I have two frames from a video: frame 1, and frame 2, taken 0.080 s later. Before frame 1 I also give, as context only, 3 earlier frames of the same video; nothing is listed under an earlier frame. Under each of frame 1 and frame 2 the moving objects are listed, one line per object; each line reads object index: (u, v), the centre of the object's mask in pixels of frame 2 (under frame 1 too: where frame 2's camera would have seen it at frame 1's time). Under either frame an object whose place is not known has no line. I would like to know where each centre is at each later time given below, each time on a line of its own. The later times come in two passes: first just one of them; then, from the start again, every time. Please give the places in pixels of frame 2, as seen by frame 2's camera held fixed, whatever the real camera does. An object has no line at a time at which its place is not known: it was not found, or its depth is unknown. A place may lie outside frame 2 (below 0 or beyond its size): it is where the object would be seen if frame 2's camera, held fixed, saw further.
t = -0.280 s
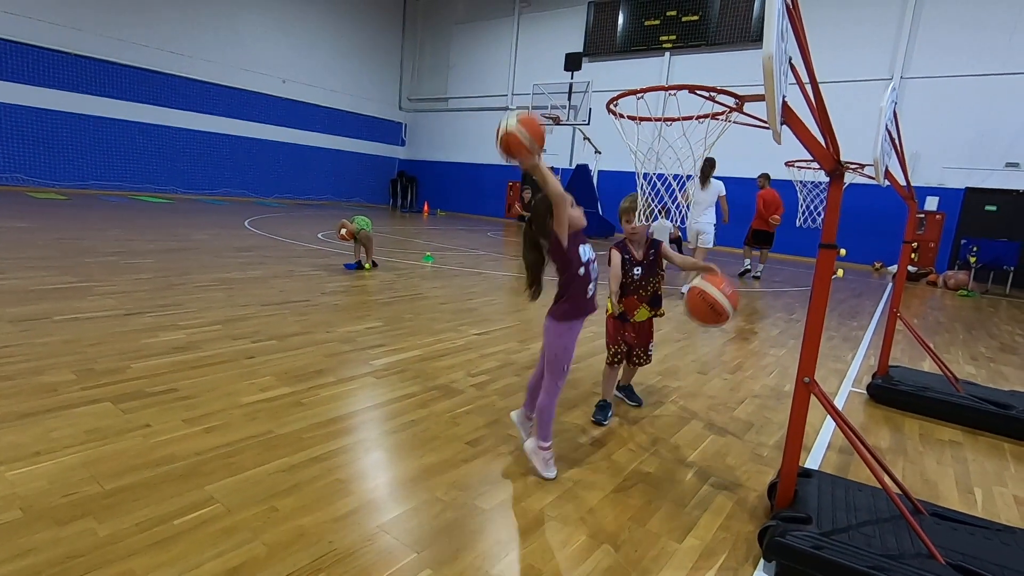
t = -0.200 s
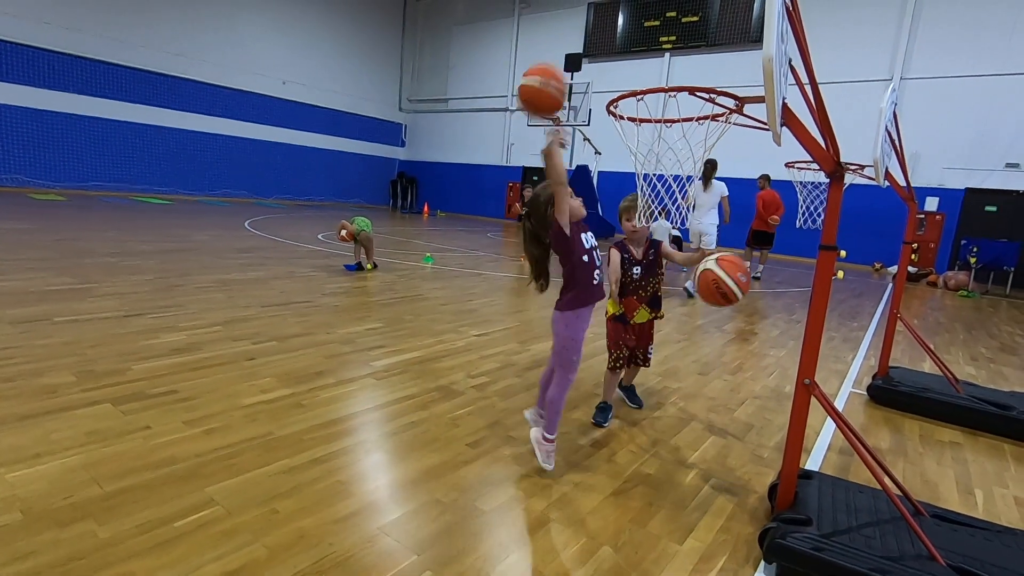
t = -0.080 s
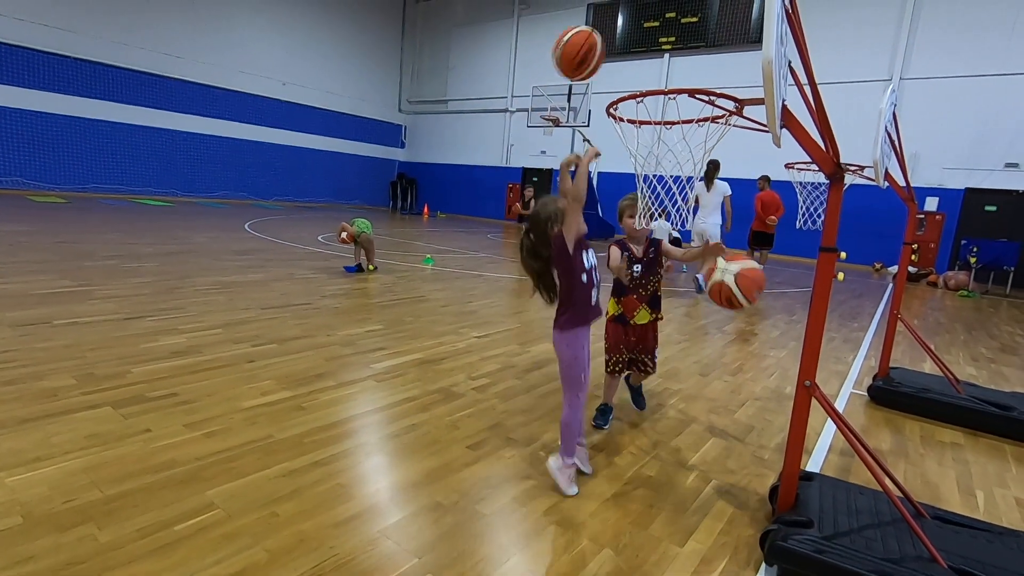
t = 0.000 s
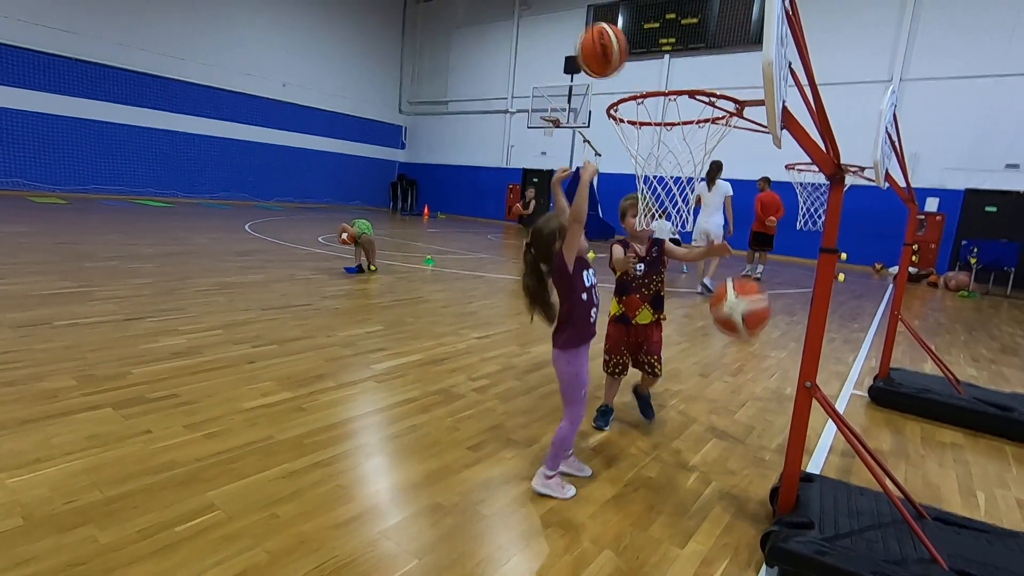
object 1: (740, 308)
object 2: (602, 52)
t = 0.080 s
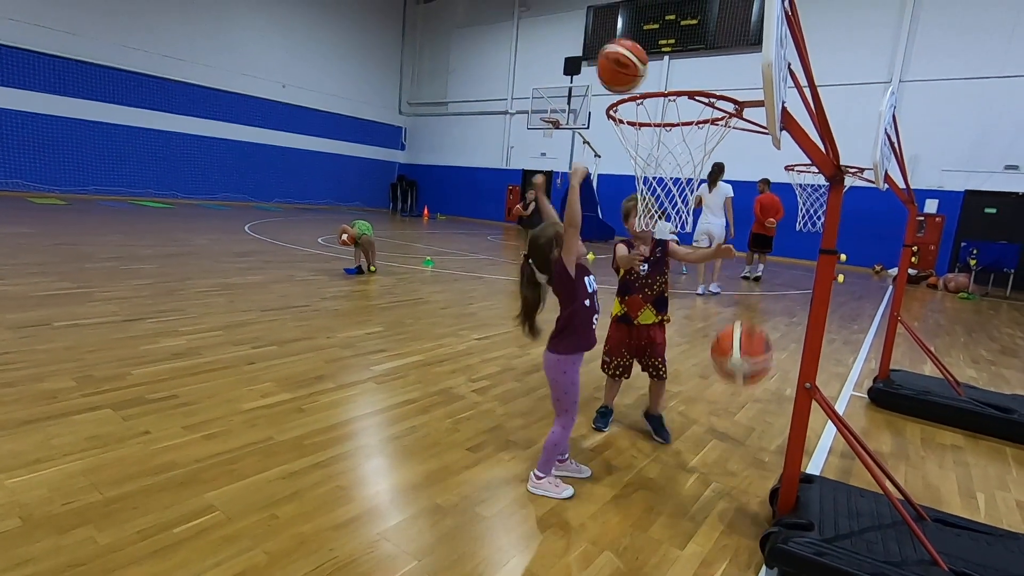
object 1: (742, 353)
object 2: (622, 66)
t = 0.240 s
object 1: (738, 506)
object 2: (656, 147)
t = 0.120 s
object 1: (742, 380)
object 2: (631, 79)
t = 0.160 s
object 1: (741, 417)
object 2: (640, 99)
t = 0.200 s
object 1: (740, 459)
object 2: (649, 120)
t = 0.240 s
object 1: (738, 506)
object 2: (656, 147)
